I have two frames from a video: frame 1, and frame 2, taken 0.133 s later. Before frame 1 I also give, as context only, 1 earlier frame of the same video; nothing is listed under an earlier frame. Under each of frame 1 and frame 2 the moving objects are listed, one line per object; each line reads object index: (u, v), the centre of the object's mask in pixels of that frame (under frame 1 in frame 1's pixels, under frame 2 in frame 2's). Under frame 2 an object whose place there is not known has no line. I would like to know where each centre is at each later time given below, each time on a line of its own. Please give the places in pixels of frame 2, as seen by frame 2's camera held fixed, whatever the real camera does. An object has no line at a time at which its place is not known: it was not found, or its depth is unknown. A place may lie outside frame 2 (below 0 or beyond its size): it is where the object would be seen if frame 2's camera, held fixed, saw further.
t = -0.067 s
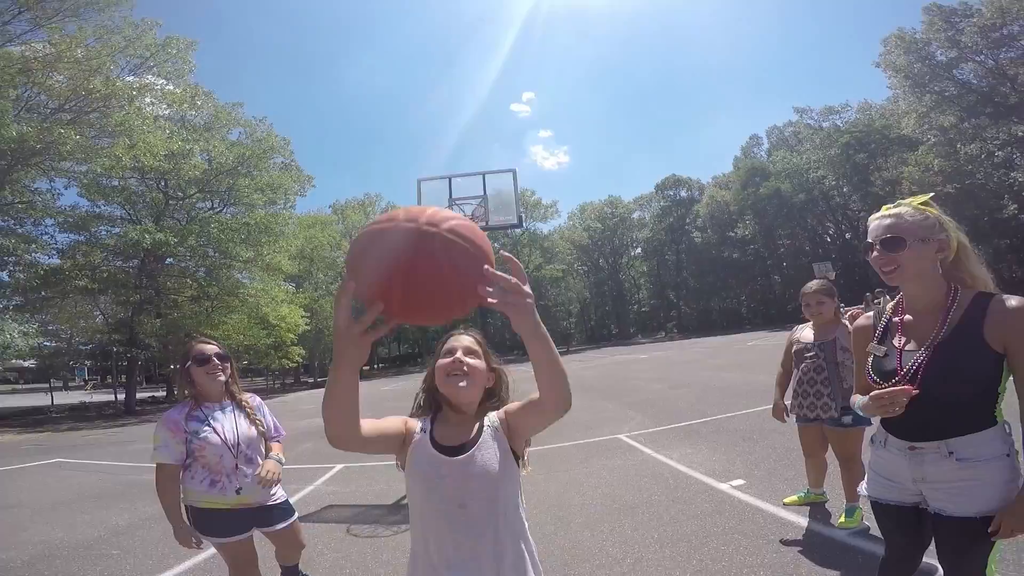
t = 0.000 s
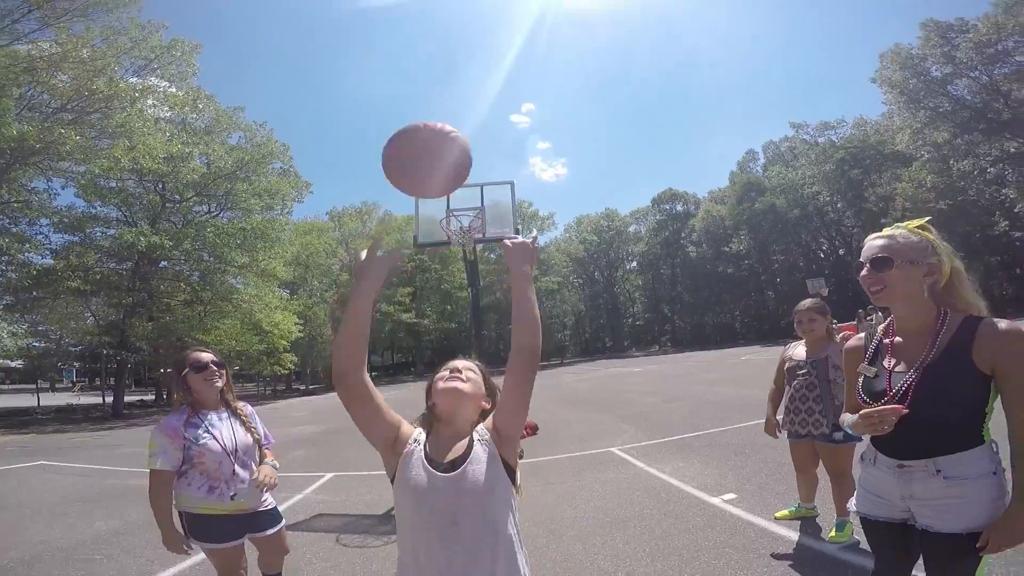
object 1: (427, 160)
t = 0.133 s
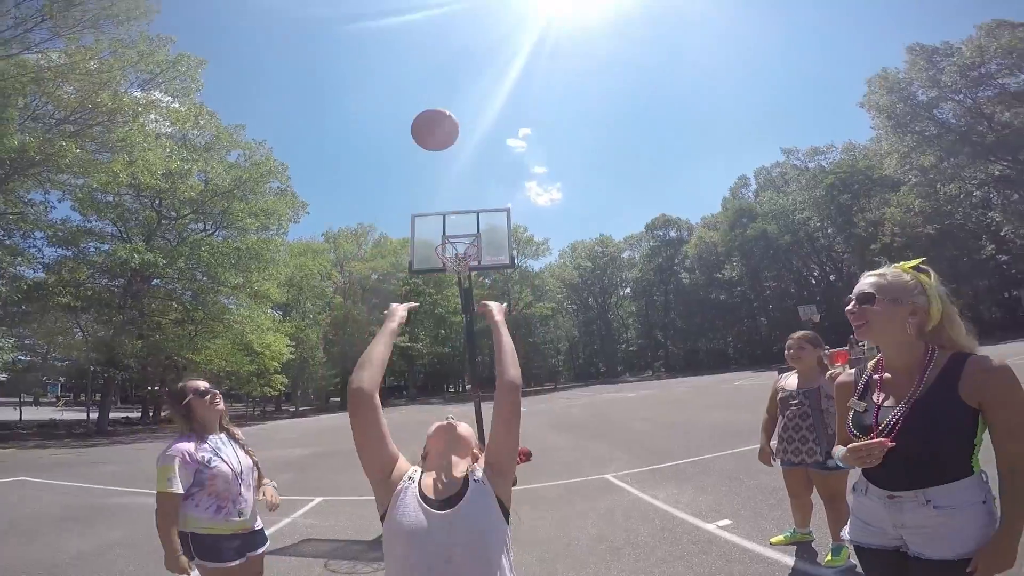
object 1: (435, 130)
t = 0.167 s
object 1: (435, 131)
